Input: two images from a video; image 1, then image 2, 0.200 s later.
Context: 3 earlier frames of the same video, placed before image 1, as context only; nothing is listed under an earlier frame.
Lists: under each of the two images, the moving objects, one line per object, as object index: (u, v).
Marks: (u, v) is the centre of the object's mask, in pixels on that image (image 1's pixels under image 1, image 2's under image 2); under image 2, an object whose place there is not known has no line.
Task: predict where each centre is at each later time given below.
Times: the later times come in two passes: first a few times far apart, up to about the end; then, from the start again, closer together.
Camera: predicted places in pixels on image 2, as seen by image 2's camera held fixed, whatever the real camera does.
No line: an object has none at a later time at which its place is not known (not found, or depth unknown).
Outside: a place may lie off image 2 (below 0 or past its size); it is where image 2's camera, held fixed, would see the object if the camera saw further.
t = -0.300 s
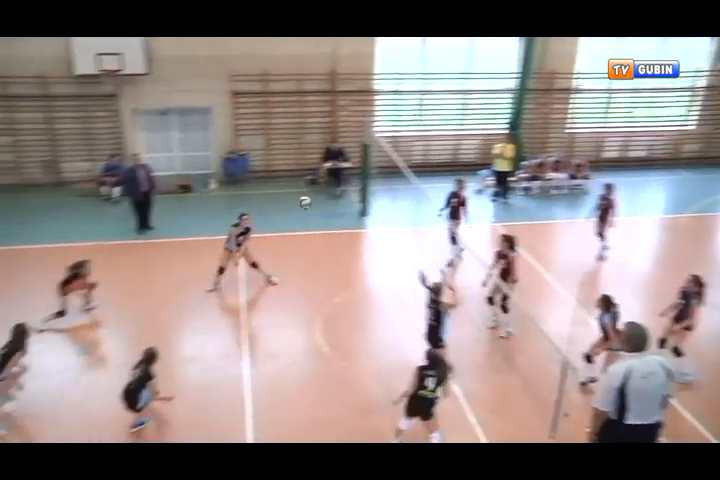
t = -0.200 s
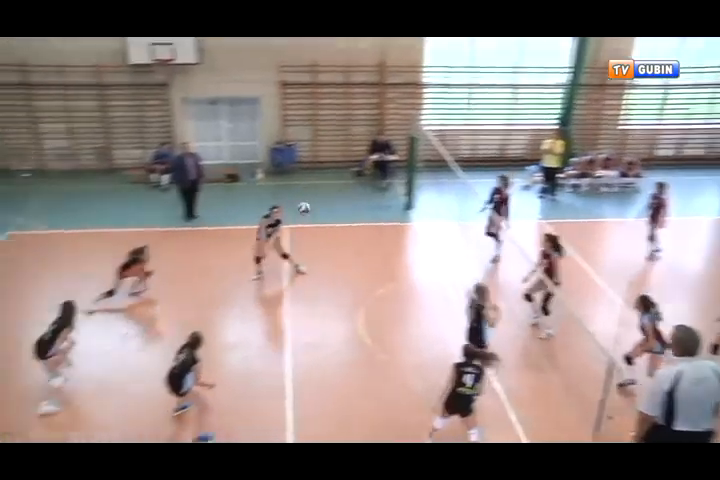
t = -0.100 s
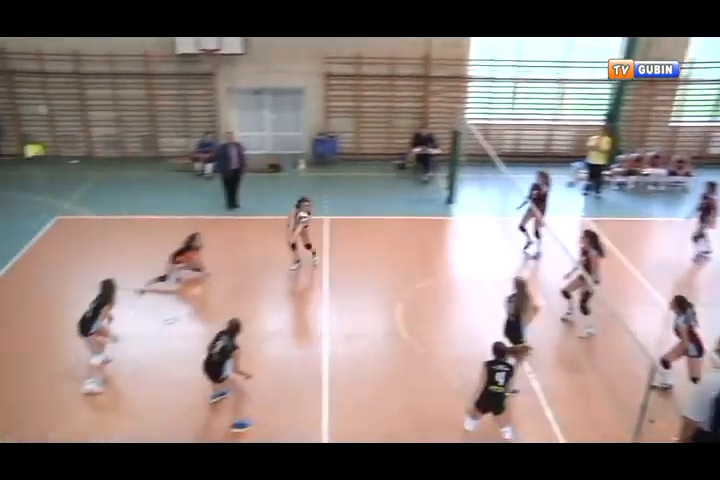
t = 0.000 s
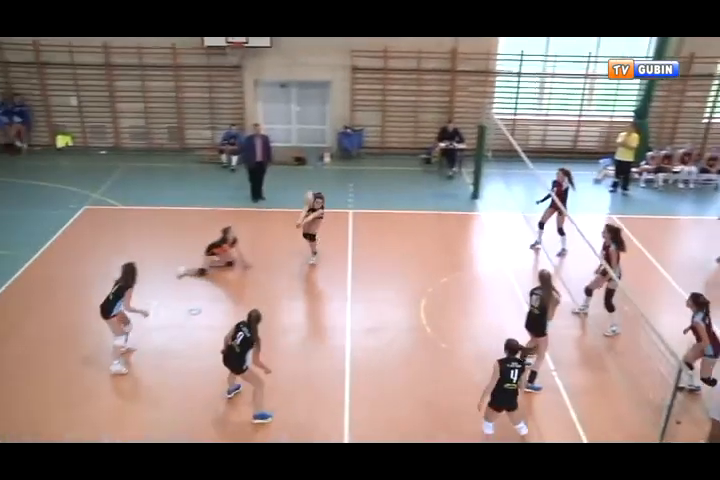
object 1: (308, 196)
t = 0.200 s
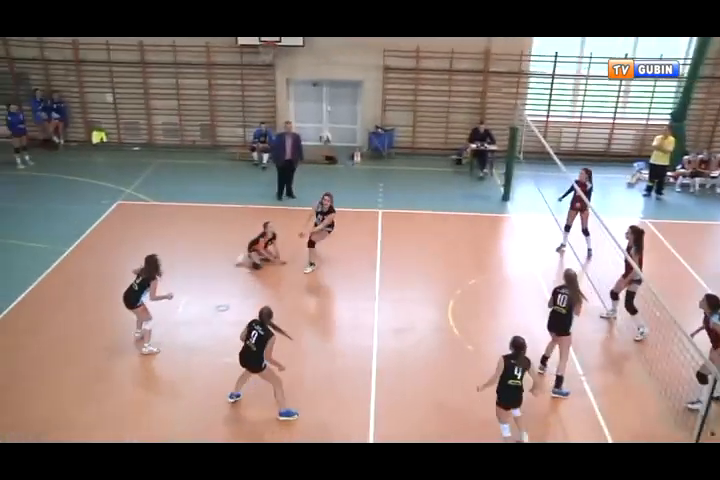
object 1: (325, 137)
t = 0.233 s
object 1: (322, 129)
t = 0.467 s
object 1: (306, 85)
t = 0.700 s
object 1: (286, 76)
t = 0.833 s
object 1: (273, 91)
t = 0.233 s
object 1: (322, 129)
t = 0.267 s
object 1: (321, 120)
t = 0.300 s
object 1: (319, 114)
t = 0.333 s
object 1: (316, 107)
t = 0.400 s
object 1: (311, 94)
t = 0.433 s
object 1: (309, 90)
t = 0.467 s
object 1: (306, 85)
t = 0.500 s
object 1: (303, 81)
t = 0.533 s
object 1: (301, 78)
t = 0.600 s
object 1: (295, 76)
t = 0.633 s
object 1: (292, 75)
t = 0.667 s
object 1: (290, 75)
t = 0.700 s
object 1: (286, 76)
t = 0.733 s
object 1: (283, 79)
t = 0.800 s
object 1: (277, 85)
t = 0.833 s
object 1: (273, 91)
